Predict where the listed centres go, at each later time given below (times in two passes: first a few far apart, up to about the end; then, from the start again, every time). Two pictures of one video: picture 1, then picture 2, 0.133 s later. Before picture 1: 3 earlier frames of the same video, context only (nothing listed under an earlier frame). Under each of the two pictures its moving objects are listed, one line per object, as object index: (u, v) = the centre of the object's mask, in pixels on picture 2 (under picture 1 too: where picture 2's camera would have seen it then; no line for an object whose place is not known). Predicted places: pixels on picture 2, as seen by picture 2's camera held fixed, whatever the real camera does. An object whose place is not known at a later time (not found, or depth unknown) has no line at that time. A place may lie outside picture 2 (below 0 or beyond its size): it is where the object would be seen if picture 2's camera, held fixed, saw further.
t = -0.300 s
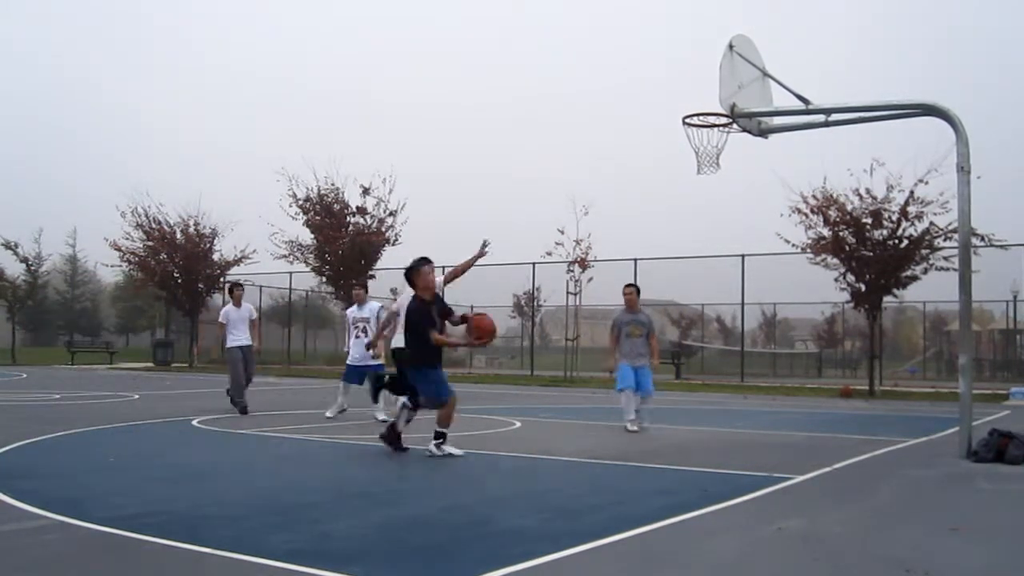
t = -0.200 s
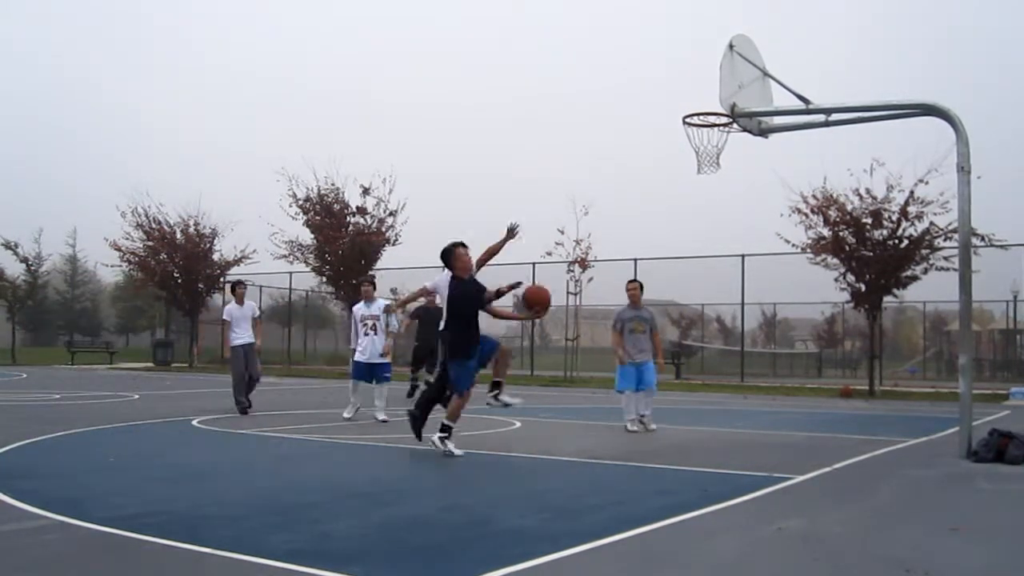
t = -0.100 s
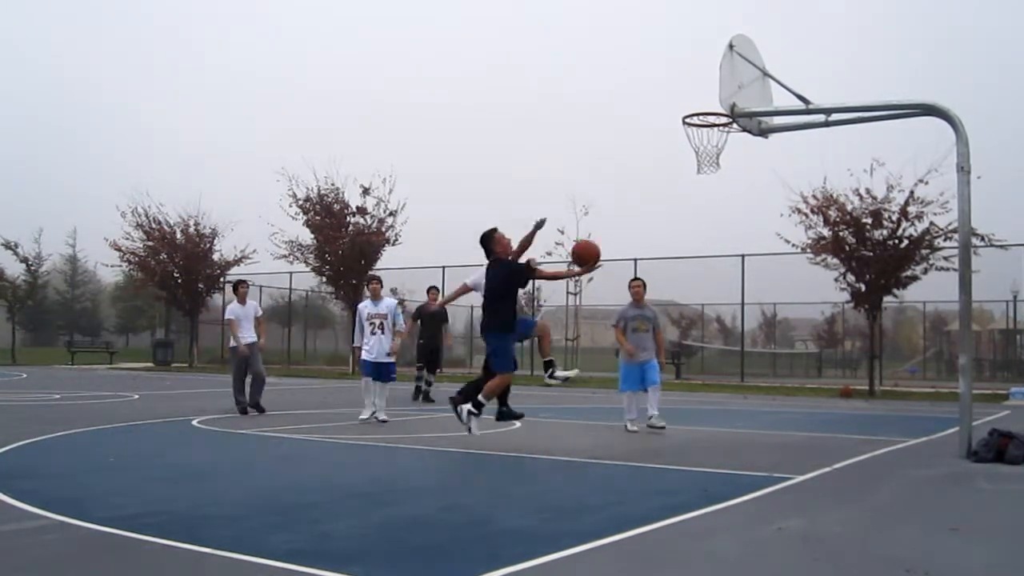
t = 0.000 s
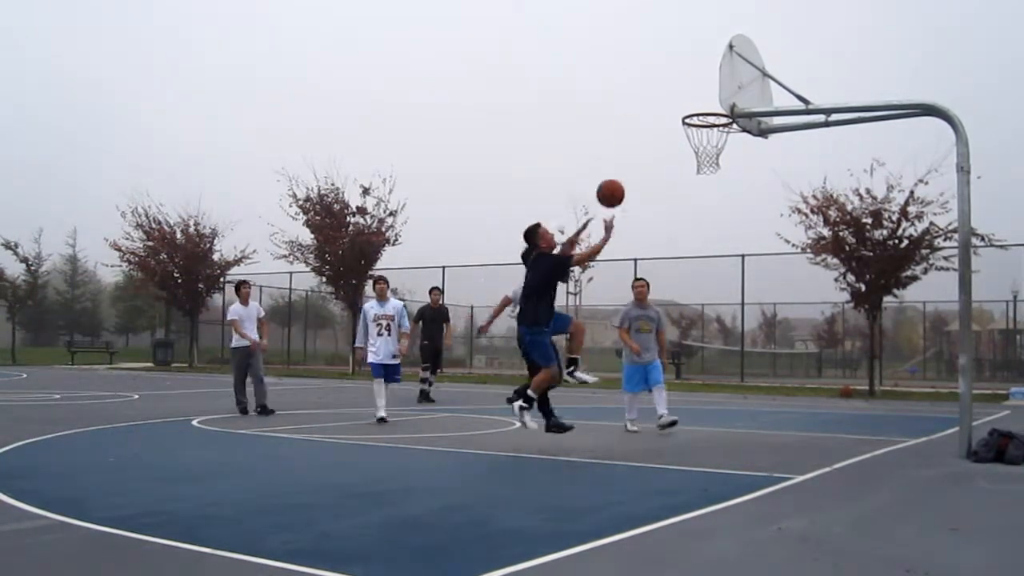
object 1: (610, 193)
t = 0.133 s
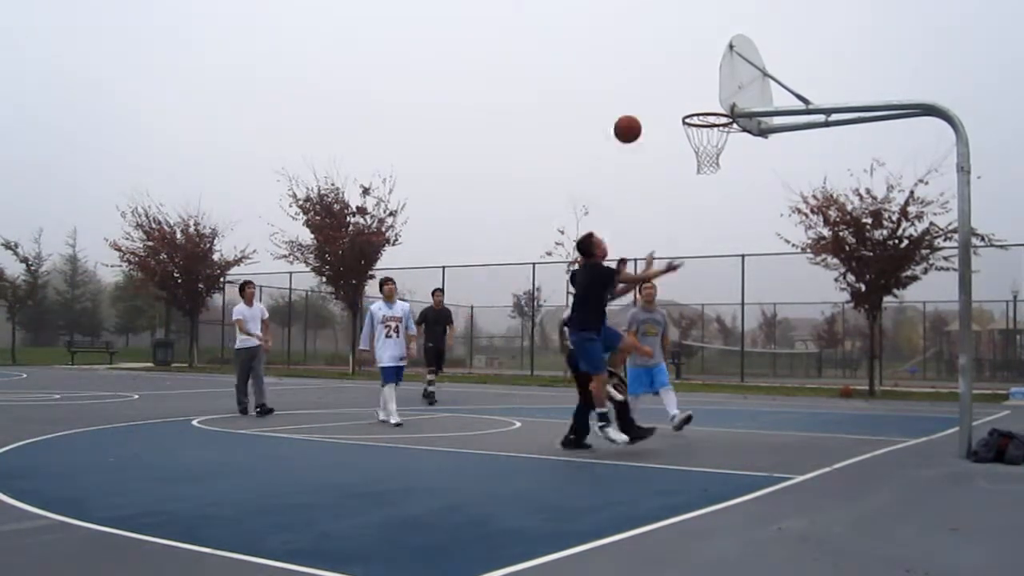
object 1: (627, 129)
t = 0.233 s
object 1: (639, 96)
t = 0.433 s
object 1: (661, 68)
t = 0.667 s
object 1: (684, 88)
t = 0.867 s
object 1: (702, 146)
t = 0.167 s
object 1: (631, 117)
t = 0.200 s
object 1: (635, 106)
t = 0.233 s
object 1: (639, 96)
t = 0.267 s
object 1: (643, 88)
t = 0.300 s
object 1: (646, 82)
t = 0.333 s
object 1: (650, 77)
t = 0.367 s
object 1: (654, 73)
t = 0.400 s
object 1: (657, 69)
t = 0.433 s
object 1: (661, 68)
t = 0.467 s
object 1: (664, 67)
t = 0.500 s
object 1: (668, 68)
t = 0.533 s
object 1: (671, 70)
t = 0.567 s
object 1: (674, 73)
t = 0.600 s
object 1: (678, 77)
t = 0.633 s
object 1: (681, 82)
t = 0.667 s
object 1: (684, 88)
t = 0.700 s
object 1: (687, 95)
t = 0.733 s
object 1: (690, 103)
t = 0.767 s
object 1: (693, 113)
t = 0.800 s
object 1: (695, 123)
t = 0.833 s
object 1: (699, 135)
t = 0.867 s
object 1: (702, 146)
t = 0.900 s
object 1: (705, 159)
